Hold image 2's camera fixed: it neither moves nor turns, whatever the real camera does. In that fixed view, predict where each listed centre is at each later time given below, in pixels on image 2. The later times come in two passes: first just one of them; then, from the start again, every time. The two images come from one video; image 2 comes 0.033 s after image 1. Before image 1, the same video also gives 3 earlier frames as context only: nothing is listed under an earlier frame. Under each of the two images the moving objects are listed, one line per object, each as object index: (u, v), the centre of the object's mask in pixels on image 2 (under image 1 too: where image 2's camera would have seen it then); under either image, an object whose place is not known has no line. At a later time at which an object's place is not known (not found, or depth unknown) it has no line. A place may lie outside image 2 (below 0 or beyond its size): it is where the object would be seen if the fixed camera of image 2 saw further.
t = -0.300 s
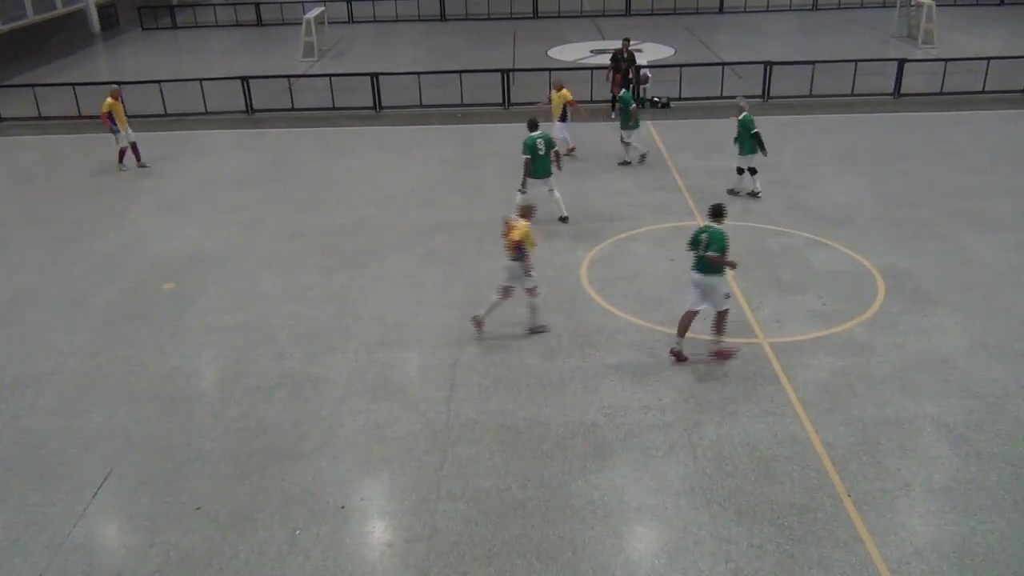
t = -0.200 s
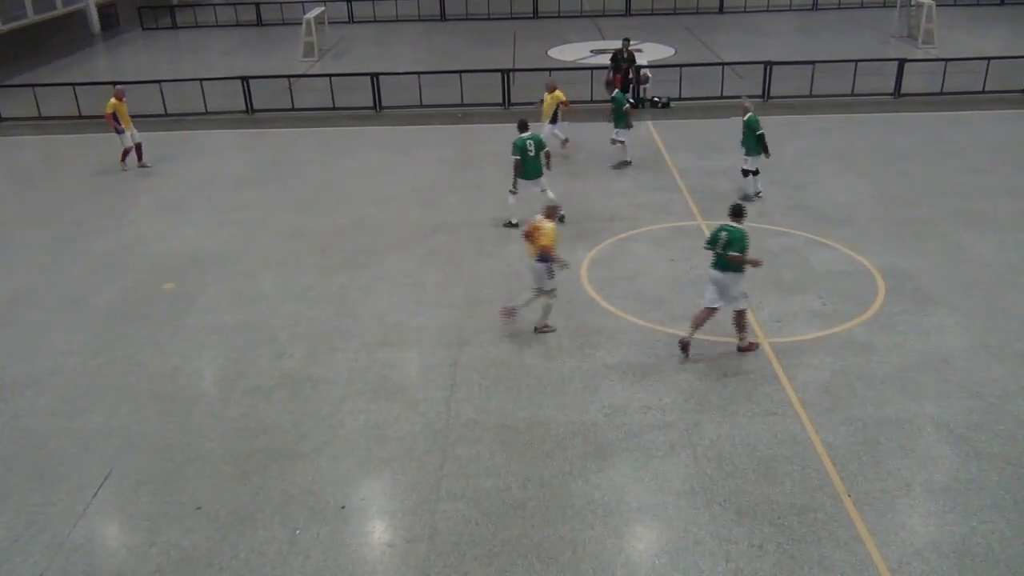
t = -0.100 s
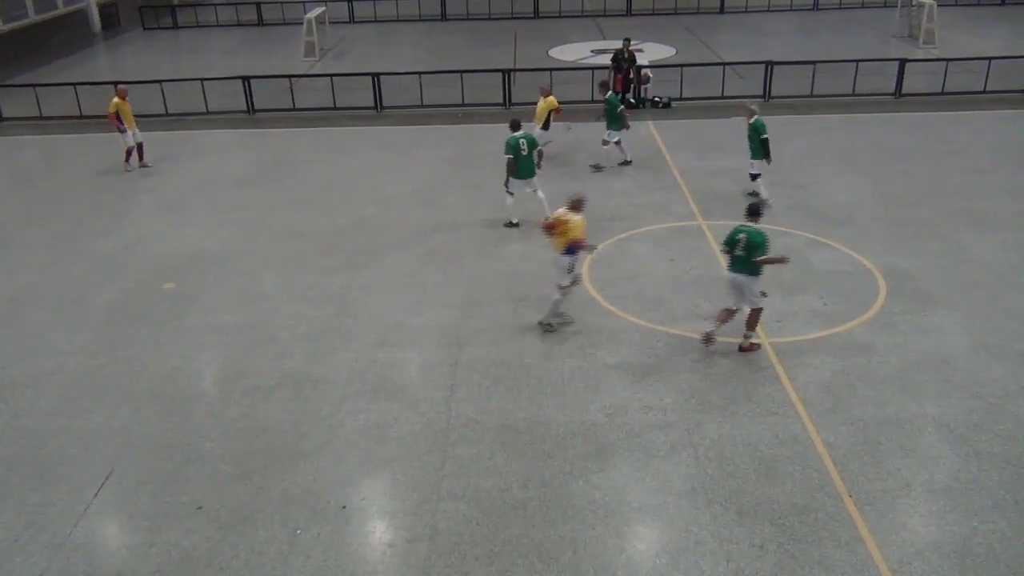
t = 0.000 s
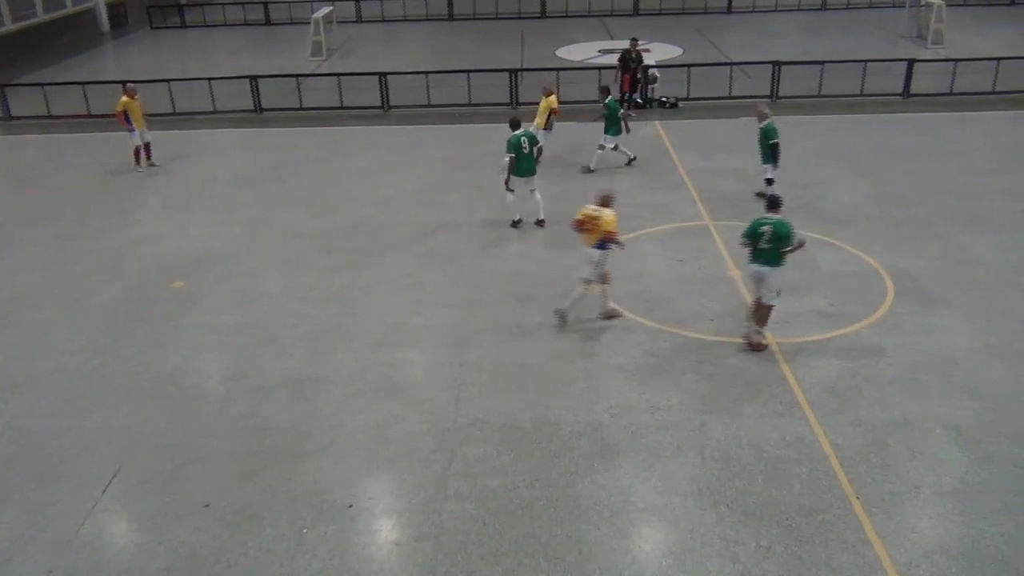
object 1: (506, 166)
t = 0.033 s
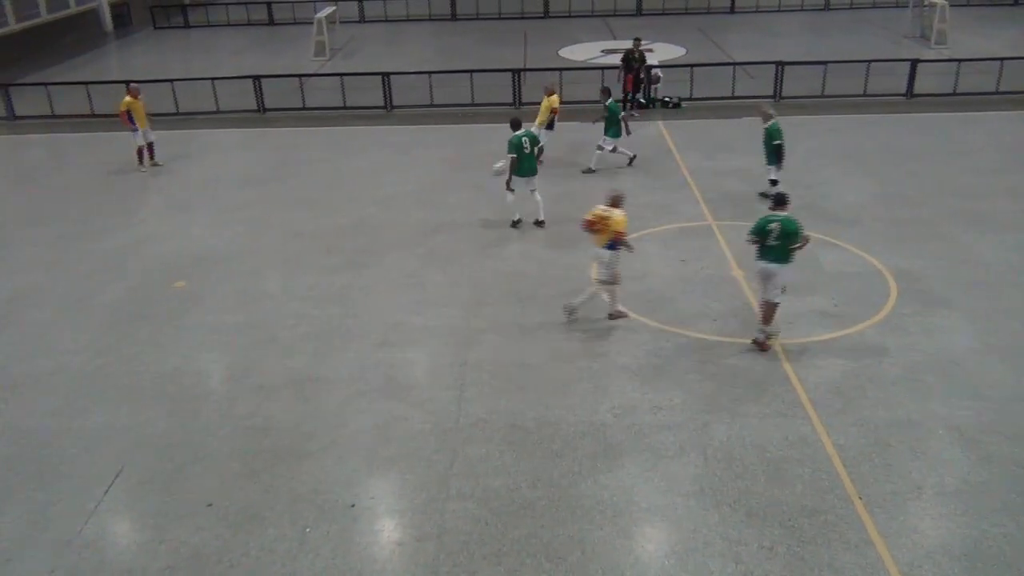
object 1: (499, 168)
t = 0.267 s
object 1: (403, 210)
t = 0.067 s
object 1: (485, 174)
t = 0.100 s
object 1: (473, 180)
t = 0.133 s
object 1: (460, 186)
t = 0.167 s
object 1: (445, 191)
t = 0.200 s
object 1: (432, 198)
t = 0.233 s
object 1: (418, 204)
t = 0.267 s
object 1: (403, 210)
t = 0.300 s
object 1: (389, 216)
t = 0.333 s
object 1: (374, 222)
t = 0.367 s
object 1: (361, 229)
